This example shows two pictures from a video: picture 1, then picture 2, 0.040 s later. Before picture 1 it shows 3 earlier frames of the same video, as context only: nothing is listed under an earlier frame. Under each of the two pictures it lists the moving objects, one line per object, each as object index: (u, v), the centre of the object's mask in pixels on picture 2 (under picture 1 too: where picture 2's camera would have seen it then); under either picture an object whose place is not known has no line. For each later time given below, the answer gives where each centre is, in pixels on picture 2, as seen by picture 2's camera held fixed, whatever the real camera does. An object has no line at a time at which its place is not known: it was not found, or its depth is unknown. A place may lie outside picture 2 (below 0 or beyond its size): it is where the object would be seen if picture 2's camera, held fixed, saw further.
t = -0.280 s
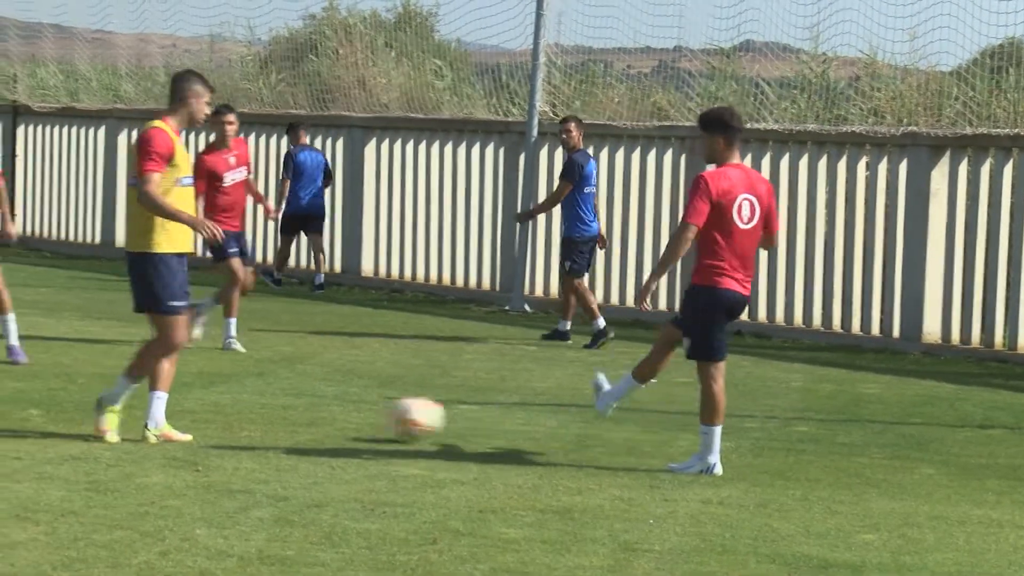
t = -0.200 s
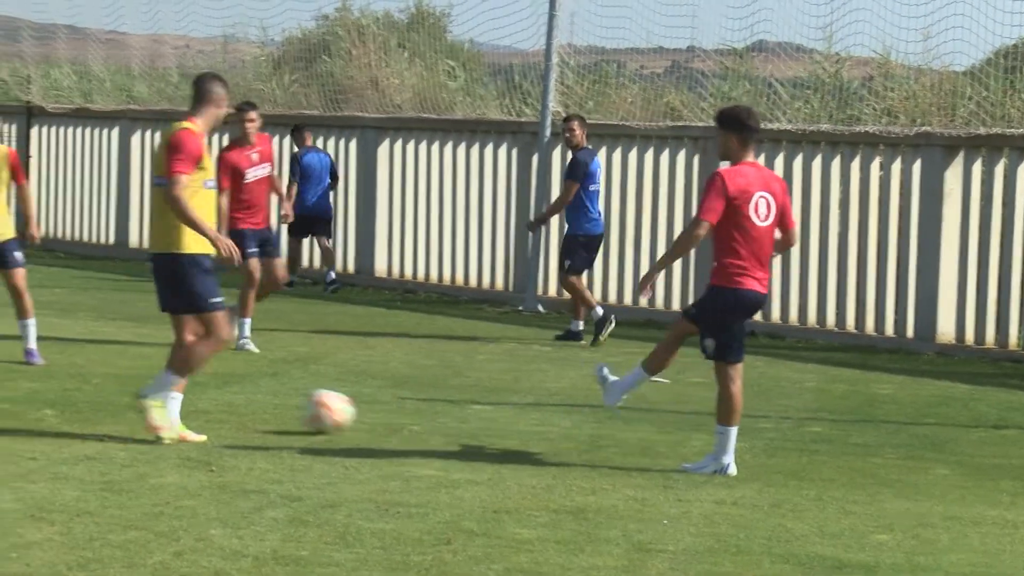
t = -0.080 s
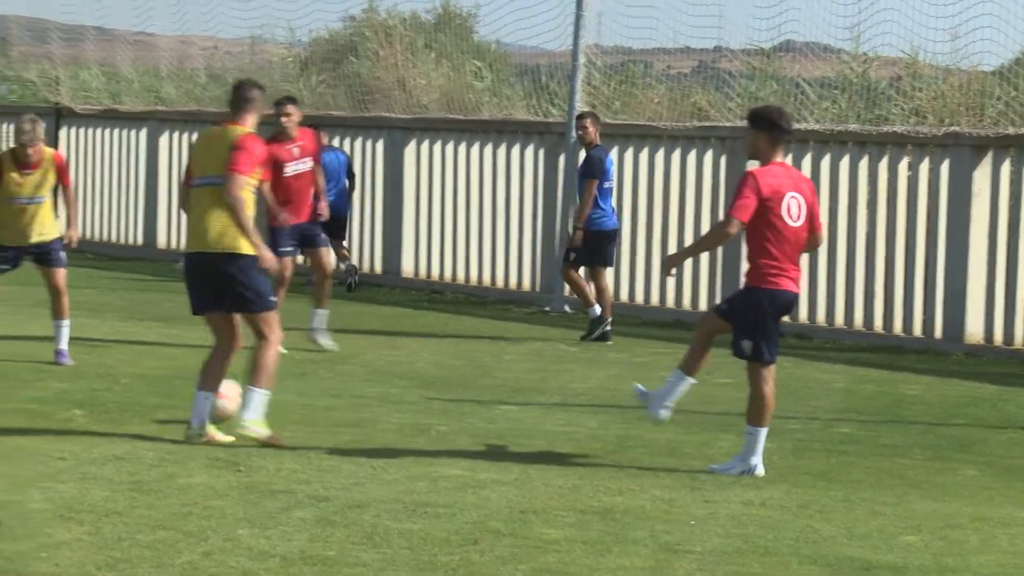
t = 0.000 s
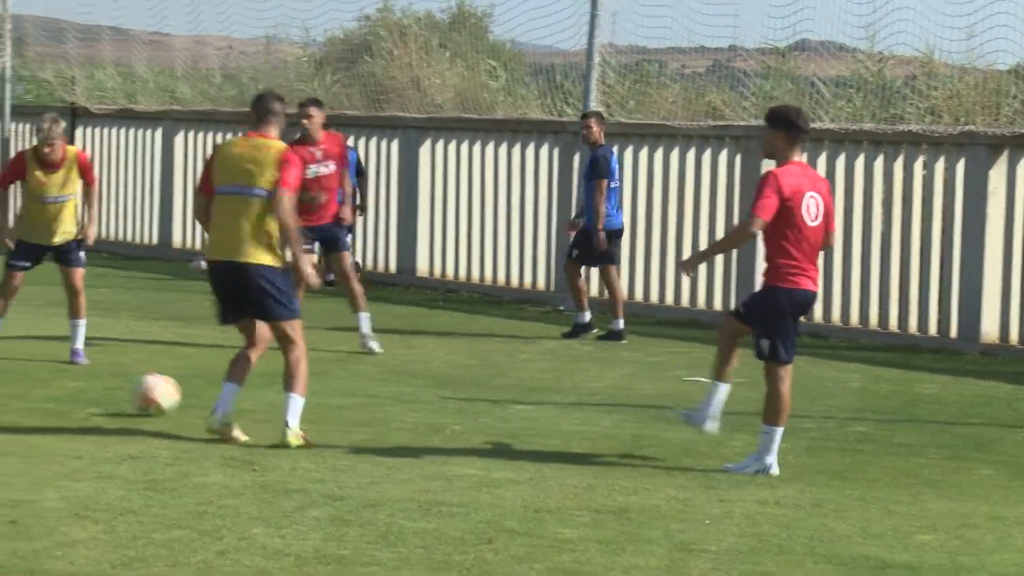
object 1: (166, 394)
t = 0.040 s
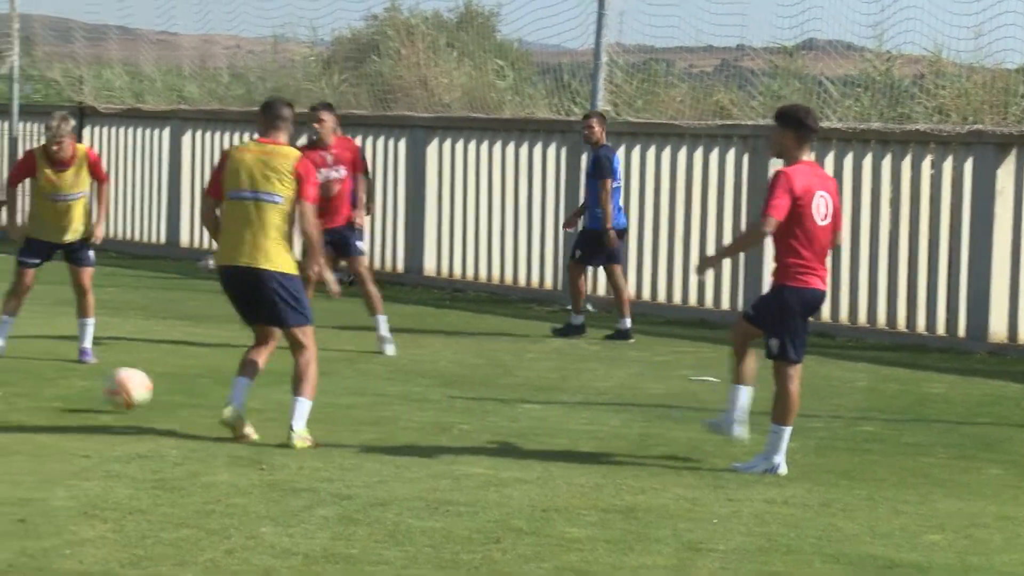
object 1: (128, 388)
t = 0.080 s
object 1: (92, 385)
